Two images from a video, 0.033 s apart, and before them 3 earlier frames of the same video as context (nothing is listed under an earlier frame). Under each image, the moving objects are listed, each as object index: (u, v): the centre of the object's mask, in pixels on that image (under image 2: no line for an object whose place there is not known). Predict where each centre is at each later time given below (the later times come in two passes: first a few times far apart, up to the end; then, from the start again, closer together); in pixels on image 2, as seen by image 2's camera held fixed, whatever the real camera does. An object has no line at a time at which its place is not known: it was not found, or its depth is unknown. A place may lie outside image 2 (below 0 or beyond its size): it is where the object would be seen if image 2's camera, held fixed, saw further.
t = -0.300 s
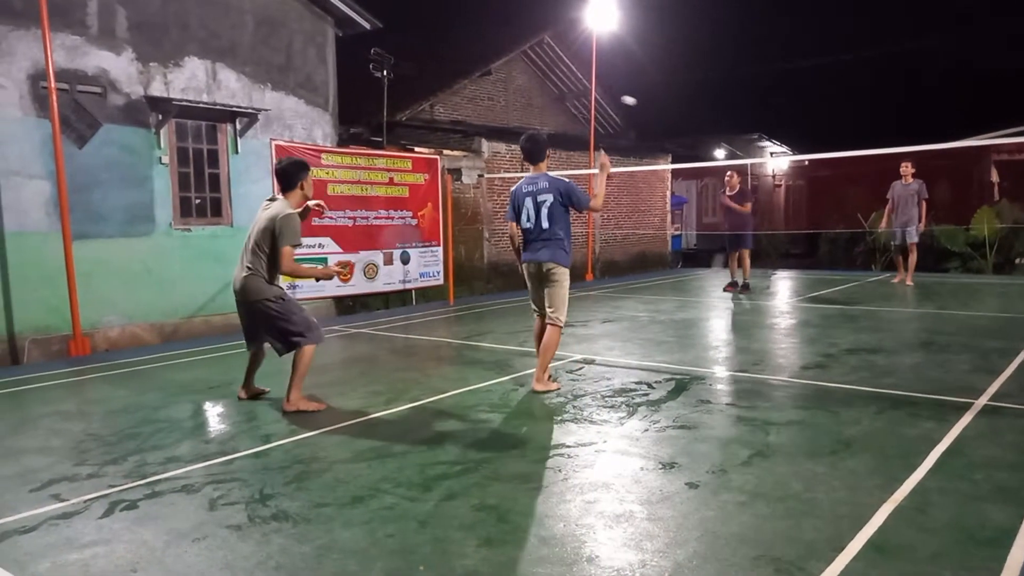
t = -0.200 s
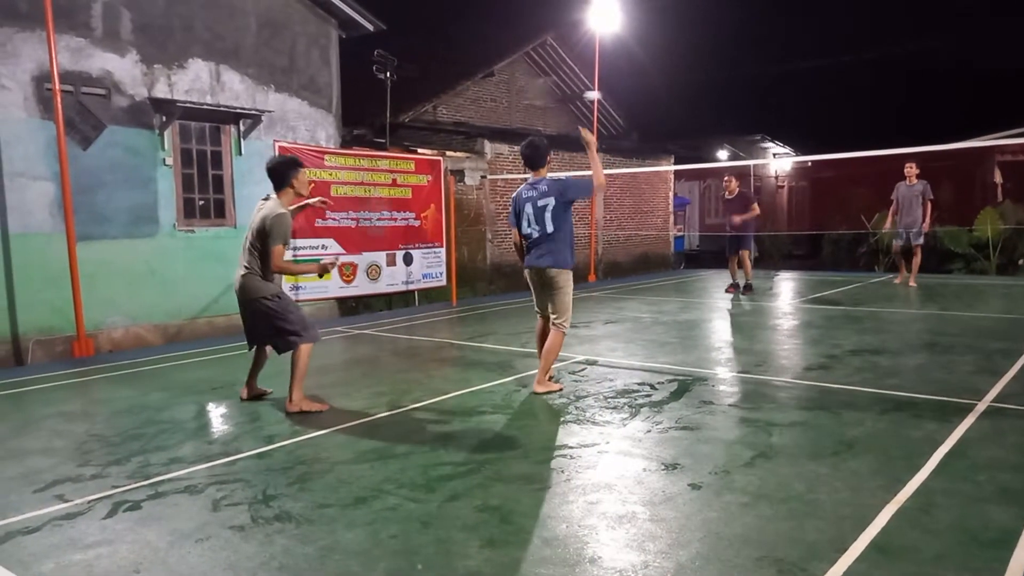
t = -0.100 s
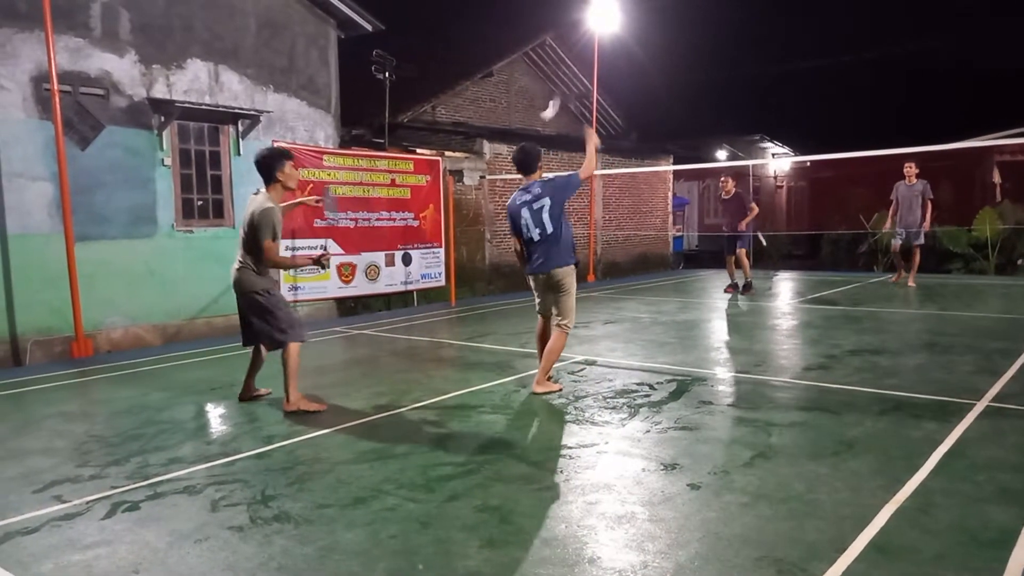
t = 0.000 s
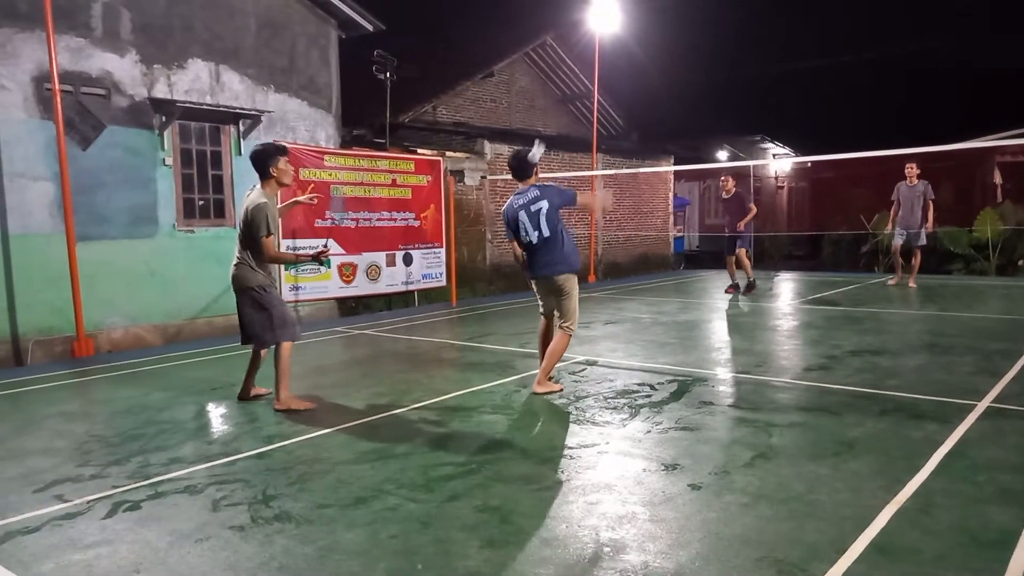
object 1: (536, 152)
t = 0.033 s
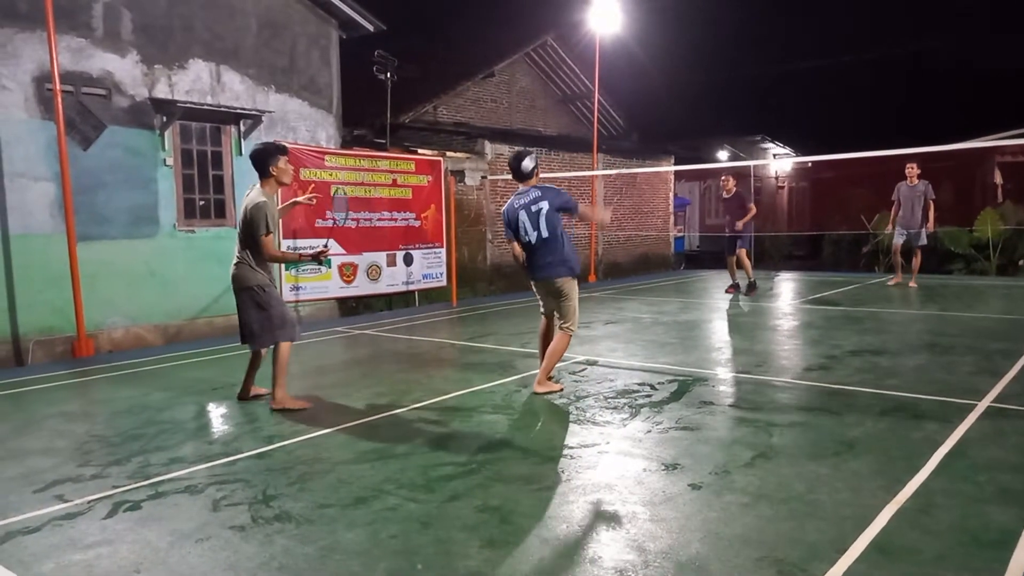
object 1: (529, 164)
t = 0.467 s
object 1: (462, 406)
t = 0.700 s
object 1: (461, 400)
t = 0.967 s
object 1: (466, 438)
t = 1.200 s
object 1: (468, 441)
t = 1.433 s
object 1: (472, 443)
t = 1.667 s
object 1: (472, 443)
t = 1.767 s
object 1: (472, 443)
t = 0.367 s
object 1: (470, 405)
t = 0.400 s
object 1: (464, 428)
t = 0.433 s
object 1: (463, 416)
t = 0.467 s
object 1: (462, 406)
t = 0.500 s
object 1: (462, 398)
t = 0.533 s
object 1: (461, 392)
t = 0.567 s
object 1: (460, 389)
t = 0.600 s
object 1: (460, 389)
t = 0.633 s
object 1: (460, 390)
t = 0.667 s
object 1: (460, 393)
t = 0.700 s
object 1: (461, 400)
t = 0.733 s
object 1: (462, 406)
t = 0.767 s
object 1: (463, 413)
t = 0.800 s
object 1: (464, 423)
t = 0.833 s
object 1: (465, 432)
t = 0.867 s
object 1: (465, 436)
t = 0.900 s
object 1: (466, 436)
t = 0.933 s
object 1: (466, 436)
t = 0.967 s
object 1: (466, 438)
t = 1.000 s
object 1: (466, 438)
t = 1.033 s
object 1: (466, 438)
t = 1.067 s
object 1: (466, 438)
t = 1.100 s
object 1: (466, 439)
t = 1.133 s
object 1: (467, 439)
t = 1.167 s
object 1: (467, 440)
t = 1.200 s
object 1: (468, 441)
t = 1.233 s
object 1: (468, 442)
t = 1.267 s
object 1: (469, 442)
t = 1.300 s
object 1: (471, 442)
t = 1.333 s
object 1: (470, 443)
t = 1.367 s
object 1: (471, 443)
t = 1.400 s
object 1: (471, 443)
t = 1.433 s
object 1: (472, 443)
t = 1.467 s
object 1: (472, 443)
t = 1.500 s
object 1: (472, 443)
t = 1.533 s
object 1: (472, 443)
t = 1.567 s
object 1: (471, 443)
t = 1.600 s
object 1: (471, 443)
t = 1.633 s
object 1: (471, 443)
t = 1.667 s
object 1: (472, 443)
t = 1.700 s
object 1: (472, 443)
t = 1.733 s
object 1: (472, 443)
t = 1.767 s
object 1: (472, 443)
